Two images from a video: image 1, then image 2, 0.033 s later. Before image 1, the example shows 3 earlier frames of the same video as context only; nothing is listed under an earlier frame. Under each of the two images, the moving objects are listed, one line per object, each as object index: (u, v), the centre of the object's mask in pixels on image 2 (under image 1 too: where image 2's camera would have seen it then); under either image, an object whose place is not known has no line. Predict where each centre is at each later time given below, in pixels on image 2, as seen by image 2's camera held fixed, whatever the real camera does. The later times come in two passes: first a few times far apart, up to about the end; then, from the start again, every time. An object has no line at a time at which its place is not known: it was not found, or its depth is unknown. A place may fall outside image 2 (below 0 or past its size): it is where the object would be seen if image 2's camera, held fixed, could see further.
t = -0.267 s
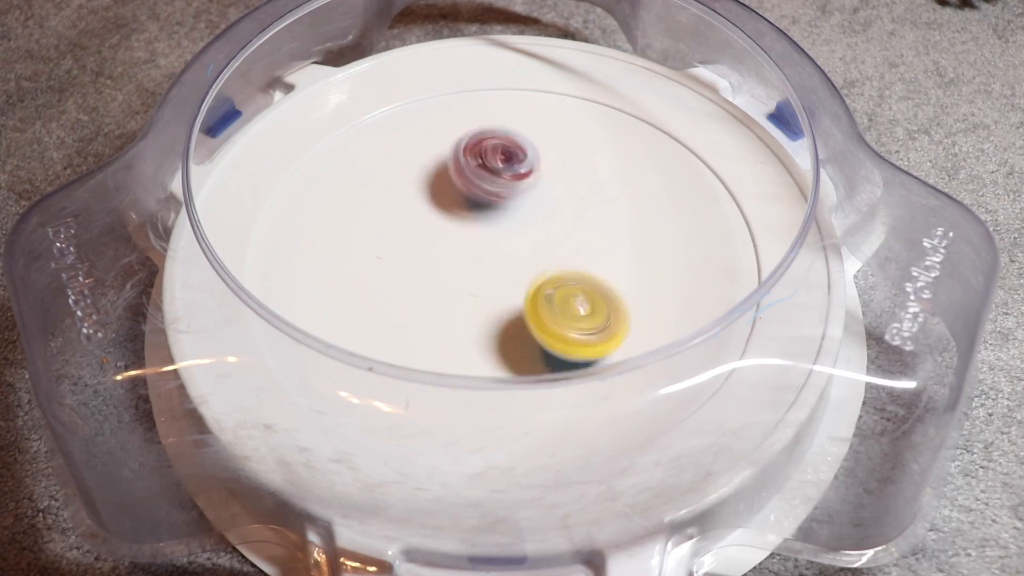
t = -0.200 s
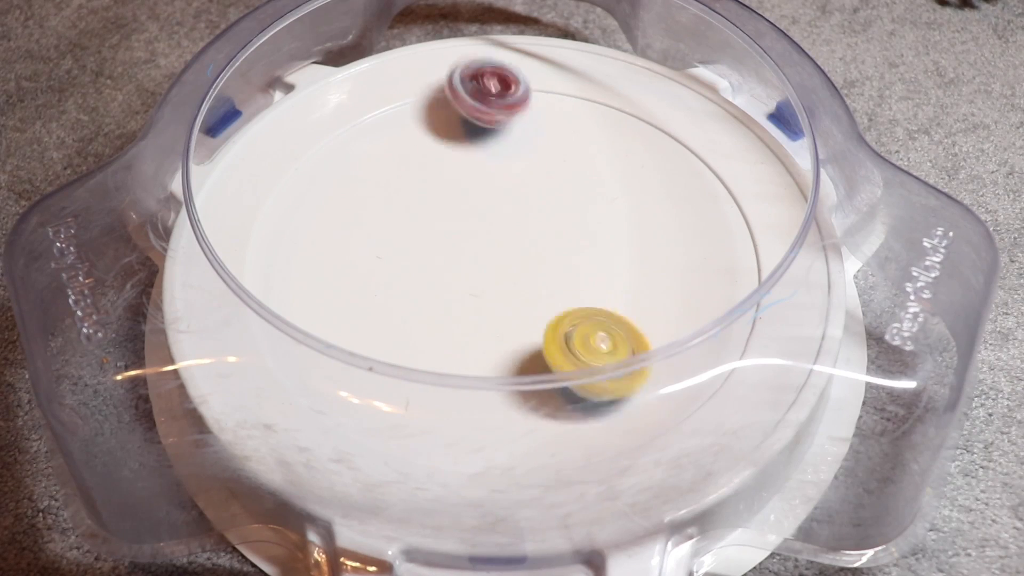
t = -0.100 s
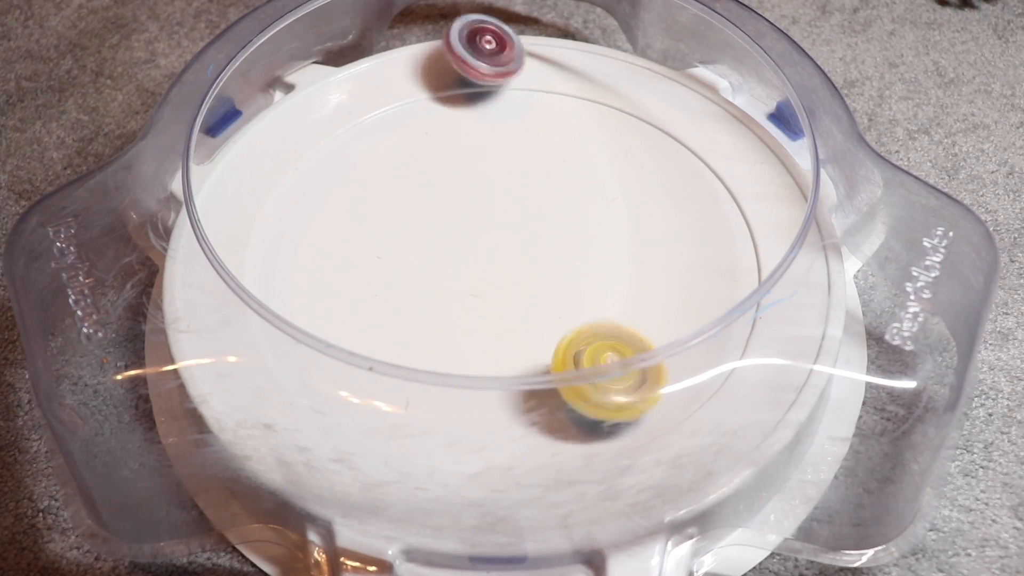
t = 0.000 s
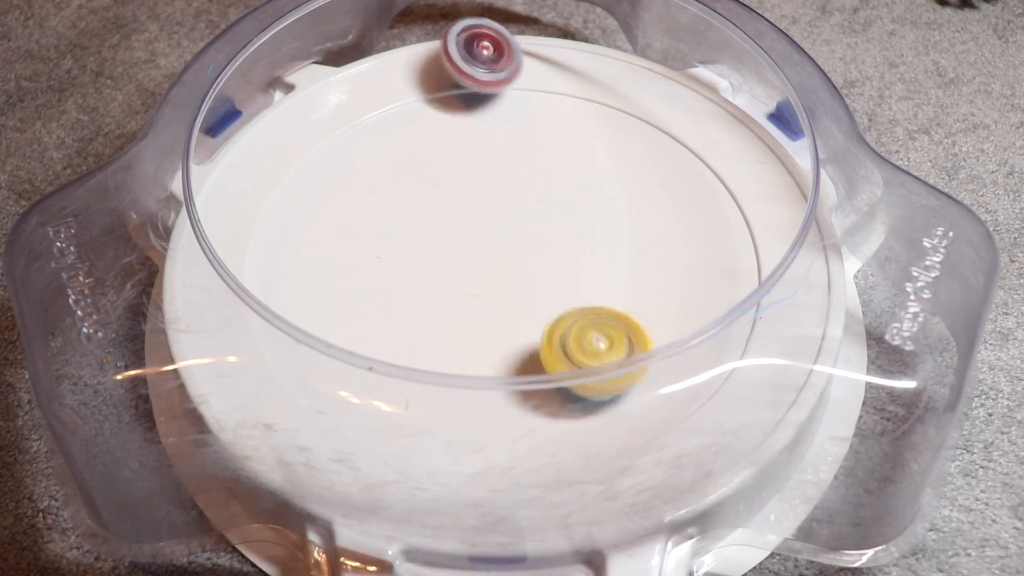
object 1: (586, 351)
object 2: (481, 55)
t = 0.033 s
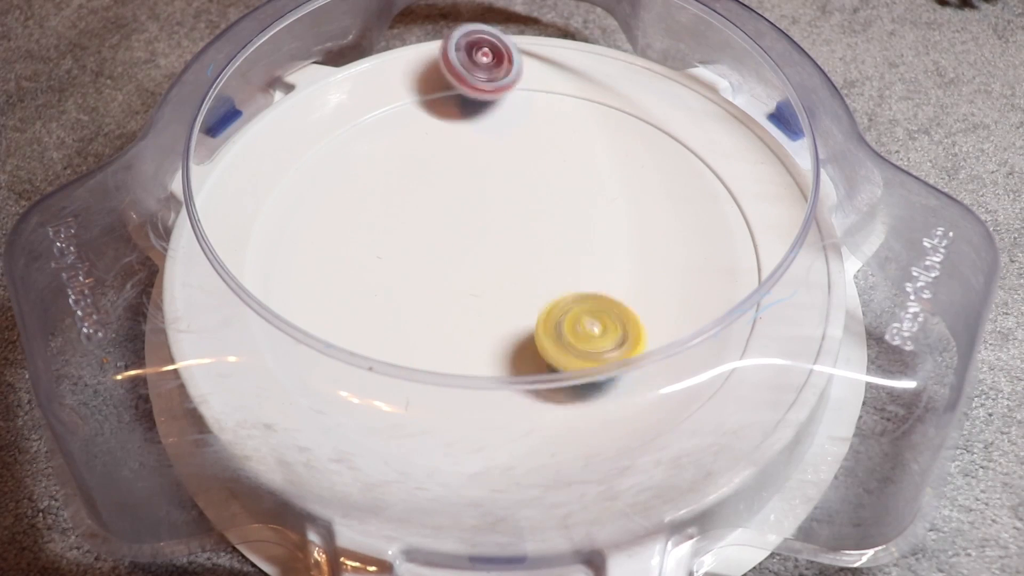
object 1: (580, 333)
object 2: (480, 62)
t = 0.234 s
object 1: (548, 254)
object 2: (496, 183)
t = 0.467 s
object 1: (587, 383)
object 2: (491, 156)
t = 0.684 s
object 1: (564, 330)
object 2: (575, 206)
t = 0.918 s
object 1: (510, 273)
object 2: (668, 256)
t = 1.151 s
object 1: (486, 259)
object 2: (642, 306)
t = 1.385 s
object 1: (479, 244)
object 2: (502, 324)
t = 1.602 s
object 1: (479, 237)
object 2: (398, 299)
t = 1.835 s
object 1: (496, 236)
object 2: (377, 248)
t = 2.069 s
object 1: (516, 245)
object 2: (435, 198)
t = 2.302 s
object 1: (542, 278)
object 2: (499, 156)
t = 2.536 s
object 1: (542, 292)
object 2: (578, 178)
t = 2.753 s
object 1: (518, 289)
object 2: (617, 243)
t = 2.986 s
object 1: (479, 267)
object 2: (587, 316)
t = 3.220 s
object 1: (465, 236)
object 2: (489, 341)
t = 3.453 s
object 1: (476, 215)
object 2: (403, 297)
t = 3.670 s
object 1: (498, 219)
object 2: (403, 225)
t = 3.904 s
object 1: (519, 240)
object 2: (470, 175)
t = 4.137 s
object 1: (535, 270)
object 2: (561, 185)
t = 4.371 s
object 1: (516, 291)
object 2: (605, 250)
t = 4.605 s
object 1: (422, 285)
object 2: (626, 313)
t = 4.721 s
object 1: (403, 281)
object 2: (575, 326)
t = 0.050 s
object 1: (577, 327)
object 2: (481, 67)
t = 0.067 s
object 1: (575, 322)
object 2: (480, 75)
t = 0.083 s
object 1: (575, 316)
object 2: (481, 82)
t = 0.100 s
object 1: (572, 308)
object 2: (482, 91)
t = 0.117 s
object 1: (568, 301)
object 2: (482, 100)
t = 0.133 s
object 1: (564, 293)
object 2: (484, 110)
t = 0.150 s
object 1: (561, 285)
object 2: (486, 122)
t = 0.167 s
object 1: (557, 278)
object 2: (487, 132)
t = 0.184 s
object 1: (555, 271)
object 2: (489, 145)
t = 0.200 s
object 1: (552, 265)
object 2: (492, 156)
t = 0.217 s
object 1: (552, 259)
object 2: (494, 170)
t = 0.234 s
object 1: (548, 254)
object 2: (496, 183)
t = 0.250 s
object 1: (544, 253)
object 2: (497, 190)
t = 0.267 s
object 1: (548, 266)
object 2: (495, 189)
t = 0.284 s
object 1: (557, 279)
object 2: (491, 182)
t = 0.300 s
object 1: (562, 292)
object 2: (487, 177)
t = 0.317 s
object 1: (567, 304)
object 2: (485, 170)
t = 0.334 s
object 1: (567, 316)
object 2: (482, 166)
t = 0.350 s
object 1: (575, 323)
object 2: (481, 162)
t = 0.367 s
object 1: (573, 329)
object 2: (480, 159)
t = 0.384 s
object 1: (579, 336)
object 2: (480, 156)
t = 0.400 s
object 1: (581, 352)
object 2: (481, 155)
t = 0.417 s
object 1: (587, 362)
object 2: (483, 155)
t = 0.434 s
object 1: (586, 367)
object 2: (485, 154)
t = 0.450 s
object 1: (585, 368)
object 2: (488, 155)
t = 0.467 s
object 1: (587, 383)
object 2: (491, 156)
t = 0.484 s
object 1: (586, 383)
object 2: (496, 158)
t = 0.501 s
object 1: (586, 383)
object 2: (500, 160)
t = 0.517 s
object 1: (582, 384)
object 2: (506, 163)
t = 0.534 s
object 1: (586, 383)
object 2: (512, 166)
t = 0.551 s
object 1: (579, 370)
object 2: (517, 170)
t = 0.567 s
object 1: (577, 371)
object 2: (524, 174)
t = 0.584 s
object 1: (576, 369)
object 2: (531, 178)
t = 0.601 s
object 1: (575, 364)
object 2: (538, 182)
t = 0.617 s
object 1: (573, 358)
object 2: (545, 187)
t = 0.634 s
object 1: (571, 341)
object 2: (553, 192)
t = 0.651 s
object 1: (568, 338)
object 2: (560, 196)
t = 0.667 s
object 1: (567, 333)
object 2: (567, 202)
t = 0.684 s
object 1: (564, 330)
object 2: (575, 206)
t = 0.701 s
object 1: (560, 324)
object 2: (582, 211)
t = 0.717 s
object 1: (559, 320)
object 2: (589, 215)
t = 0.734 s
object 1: (556, 314)
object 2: (596, 220)
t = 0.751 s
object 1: (554, 306)
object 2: (604, 224)
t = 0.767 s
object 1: (551, 302)
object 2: (611, 226)
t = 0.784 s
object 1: (553, 295)
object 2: (619, 231)
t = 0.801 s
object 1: (540, 294)
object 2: (628, 234)
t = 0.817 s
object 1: (541, 289)
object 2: (634, 238)
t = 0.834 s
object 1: (529, 288)
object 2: (641, 240)
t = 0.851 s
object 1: (528, 284)
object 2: (647, 243)
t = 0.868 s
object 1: (521, 282)
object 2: (655, 246)
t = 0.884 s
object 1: (519, 278)
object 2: (659, 250)
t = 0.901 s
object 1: (513, 276)
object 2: (665, 252)
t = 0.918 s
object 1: (510, 273)
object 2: (668, 256)
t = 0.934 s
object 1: (506, 272)
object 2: (672, 259)
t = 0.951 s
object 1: (503, 270)
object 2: (674, 263)
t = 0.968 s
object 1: (500, 270)
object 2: (677, 266)
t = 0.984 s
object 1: (499, 268)
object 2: (677, 271)
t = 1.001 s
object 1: (497, 267)
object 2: (678, 274)
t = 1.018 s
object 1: (496, 265)
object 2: (676, 278)
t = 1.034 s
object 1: (494, 266)
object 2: (676, 282)
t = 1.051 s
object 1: (493, 264)
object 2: (673, 286)
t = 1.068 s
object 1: (491, 264)
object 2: (670, 289)
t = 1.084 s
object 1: (491, 262)
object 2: (666, 293)
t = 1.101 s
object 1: (485, 260)
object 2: (661, 297)
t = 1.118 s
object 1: (489, 261)
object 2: (655, 300)
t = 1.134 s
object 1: (488, 261)
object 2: (650, 304)
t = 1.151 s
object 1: (486, 259)
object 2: (642, 306)
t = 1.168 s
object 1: (485, 259)
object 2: (635, 310)
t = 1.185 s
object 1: (484, 257)
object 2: (626, 313)
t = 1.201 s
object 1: (478, 255)
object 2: (618, 316)
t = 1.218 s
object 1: (483, 255)
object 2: (608, 317)
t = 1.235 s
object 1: (476, 253)
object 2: (598, 320)
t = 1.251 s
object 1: (476, 251)
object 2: (587, 321)
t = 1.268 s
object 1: (475, 251)
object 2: (578, 323)
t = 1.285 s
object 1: (480, 251)
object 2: (566, 324)
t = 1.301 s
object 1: (474, 250)
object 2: (557, 325)
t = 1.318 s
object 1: (480, 249)
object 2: (545, 325)
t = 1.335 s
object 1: (474, 247)
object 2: (535, 326)
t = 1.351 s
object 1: (479, 247)
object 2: (523, 325)
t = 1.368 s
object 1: (479, 247)
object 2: (514, 326)
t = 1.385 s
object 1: (479, 244)
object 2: (502, 324)
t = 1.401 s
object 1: (473, 244)
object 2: (493, 323)
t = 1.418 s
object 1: (473, 242)
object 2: (481, 322)
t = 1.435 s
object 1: (473, 242)
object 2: (473, 320)
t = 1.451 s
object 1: (474, 240)
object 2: (463, 318)
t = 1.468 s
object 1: (474, 241)
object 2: (455, 317)
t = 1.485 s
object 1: (475, 239)
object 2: (445, 315)
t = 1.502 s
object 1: (475, 240)
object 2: (438, 313)
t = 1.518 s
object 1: (476, 239)
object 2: (429, 311)
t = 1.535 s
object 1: (476, 240)
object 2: (423, 309)
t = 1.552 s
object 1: (477, 239)
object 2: (414, 307)
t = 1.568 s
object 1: (478, 239)
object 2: (409, 305)
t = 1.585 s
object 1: (479, 237)
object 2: (402, 301)
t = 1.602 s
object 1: (479, 237)
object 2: (398, 299)
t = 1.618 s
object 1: (481, 237)
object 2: (392, 295)
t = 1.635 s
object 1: (482, 237)
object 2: (388, 293)
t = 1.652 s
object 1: (483, 235)
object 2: (383, 289)
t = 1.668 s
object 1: (484, 237)
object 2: (381, 286)
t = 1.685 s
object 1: (485, 235)
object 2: (377, 282)
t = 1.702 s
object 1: (486, 236)
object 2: (376, 279)
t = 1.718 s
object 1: (488, 235)
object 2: (373, 275)
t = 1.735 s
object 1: (489, 235)
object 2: (373, 271)
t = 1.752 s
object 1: (490, 235)
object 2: (371, 268)
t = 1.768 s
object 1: (491, 236)
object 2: (372, 263)
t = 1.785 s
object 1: (492, 235)
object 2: (372, 261)
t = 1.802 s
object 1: (501, 237)
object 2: (373, 256)
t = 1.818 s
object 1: (495, 235)
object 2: (375, 253)
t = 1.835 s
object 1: (496, 236)
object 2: (377, 248)
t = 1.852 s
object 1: (497, 235)
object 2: (379, 246)
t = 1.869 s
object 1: (498, 236)
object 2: (382, 240)
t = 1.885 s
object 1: (499, 236)
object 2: (386, 238)
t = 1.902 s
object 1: (500, 237)
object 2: (389, 232)
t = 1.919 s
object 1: (501, 237)
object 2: (394, 231)
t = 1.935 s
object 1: (508, 240)
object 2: (397, 225)
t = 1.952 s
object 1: (503, 238)
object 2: (403, 222)
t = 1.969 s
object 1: (510, 240)
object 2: (406, 218)
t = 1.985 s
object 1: (504, 240)
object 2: (413, 216)
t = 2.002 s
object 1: (512, 242)
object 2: (417, 212)
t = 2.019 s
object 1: (506, 241)
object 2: (423, 209)
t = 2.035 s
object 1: (515, 243)
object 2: (428, 206)
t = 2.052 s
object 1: (509, 244)
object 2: (434, 204)
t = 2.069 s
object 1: (516, 245)
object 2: (435, 198)
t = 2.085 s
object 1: (518, 250)
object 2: (439, 194)
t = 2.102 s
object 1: (530, 255)
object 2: (442, 190)
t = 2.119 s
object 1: (525, 253)
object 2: (446, 185)
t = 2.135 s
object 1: (535, 259)
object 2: (450, 182)
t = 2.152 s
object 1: (530, 258)
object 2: (454, 176)
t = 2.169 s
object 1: (539, 262)
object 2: (458, 174)
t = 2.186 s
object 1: (535, 262)
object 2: (462, 170)
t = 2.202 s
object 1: (542, 268)
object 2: (468, 168)
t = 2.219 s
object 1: (538, 266)
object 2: (471, 166)
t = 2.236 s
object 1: (540, 268)
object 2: (477, 163)
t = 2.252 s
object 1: (541, 271)
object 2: (481, 162)
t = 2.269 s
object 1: (542, 273)
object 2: (487, 159)
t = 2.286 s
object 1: (541, 275)
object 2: (493, 159)
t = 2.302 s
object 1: (542, 278)
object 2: (499, 156)
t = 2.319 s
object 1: (542, 279)
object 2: (504, 157)
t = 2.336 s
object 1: (543, 282)
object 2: (510, 155)
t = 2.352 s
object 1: (542, 283)
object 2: (516, 156)
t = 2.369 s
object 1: (542, 285)
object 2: (521, 156)
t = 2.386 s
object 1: (541, 287)
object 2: (528, 157)
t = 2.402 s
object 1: (541, 288)
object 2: (533, 158)
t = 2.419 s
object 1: (541, 290)
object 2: (540, 159)
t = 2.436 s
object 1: (547, 290)
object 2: (545, 161)
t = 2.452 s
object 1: (547, 291)
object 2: (551, 162)
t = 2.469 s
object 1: (546, 290)
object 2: (556, 166)
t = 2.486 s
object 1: (538, 292)
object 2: (562, 167)
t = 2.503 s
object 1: (544, 291)
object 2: (568, 171)
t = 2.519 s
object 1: (542, 292)
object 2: (572, 174)
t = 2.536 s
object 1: (542, 292)
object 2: (578, 178)
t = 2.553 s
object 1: (539, 294)
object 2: (582, 182)
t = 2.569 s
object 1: (539, 292)
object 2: (587, 186)
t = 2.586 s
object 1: (536, 295)
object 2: (591, 190)
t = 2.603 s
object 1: (536, 293)
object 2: (595, 195)
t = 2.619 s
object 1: (533, 294)
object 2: (599, 200)
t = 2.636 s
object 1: (532, 294)
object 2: (602, 204)
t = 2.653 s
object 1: (531, 292)
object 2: (606, 210)
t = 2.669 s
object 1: (529, 292)
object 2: (608, 214)
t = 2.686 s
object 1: (527, 292)
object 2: (611, 221)
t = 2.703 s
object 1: (518, 290)
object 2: (612, 226)
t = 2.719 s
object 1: (523, 291)
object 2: (615, 231)
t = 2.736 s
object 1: (520, 291)
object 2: (615, 238)
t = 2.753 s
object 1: (518, 289)
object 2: (617, 243)
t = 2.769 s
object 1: (516, 288)
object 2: (618, 249)
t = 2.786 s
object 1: (512, 288)
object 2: (617, 254)
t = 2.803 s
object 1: (509, 287)
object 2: (618, 260)
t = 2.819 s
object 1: (506, 285)
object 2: (617, 265)
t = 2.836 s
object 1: (503, 284)
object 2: (616, 271)
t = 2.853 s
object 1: (499, 282)
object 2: (614, 277)
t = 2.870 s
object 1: (498, 281)
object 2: (613, 281)
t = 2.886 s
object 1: (494, 279)
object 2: (609, 288)
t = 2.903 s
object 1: (493, 277)
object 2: (606, 292)
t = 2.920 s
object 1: (488, 275)
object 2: (603, 298)
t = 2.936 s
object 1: (487, 273)
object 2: (599, 302)
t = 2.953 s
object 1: (484, 271)
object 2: (596, 307)
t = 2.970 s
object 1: (483, 269)
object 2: (591, 312)
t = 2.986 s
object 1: (479, 267)
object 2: (587, 316)
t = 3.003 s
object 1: (478, 264)
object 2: (579, 321)
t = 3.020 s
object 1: (475, 263)
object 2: (574, 324)
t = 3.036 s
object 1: (474, 260)
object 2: (568, 328)
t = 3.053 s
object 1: (472, 258)
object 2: (561, 331)
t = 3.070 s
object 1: (470, 255)
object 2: (556, 334)
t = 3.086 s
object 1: (469, 253)
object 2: (548, 336)
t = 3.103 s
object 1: (467, 251)
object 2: (543, 338)
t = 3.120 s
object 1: (467, 249)
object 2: (533, 340)
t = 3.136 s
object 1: (465, 246)
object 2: (527, 340)
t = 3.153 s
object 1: (466, 244)
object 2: (519, 341)
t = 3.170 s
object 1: (464, 242)
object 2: (511, 341)
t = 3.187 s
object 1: (465, 240)
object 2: (505, 342)
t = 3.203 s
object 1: (464, 238)
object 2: (495, 342)
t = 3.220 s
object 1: (465, 236)
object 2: (489, 341)
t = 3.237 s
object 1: (464, 235)
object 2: (480, 340)
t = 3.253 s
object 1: (465, 232)
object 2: (473, 339)
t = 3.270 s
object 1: (465, 231)
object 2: (465, 338)
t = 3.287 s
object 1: (466, 229)
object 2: (458, 335)
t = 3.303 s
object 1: (467, 227)
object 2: (452, 334)
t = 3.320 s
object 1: (467, 225)
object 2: (443, 332)
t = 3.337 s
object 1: (469, 224)
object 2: (438, 328)
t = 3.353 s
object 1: (469, 223)
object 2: (431, 325)
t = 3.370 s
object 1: (471, 222)
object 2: (425, 320)
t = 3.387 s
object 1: (471, 221)
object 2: (420, 317)
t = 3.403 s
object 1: (473, 220)
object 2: (414, 312)
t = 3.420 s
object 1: (473, 219)
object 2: (411, 308)
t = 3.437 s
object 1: (475, 219)
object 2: (406, 302)
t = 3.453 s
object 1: (476, 215)
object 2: (403, 297)
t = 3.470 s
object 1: (477, 218)
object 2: (401, 294)
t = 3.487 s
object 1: (479, 215)
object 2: (397, 286)
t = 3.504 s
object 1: (480, 214)
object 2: (396, 283)
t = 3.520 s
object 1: (482, 215)
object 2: (394, 273)
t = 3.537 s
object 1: (483, 214)
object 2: (393, 270)
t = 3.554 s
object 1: (486, 215)
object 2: (394, 263)
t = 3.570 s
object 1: (486, 215)
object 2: (394, 256)
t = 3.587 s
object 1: (489, 215)
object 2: (395, 252)
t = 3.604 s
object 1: (489, 216)
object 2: (394, 244)
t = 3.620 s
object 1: (492, 216)
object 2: (396, 240)
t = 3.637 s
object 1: (493, 217)
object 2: (398, 237)
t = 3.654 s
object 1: (496, 217)
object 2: (400, 229)
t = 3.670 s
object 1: (498, 219)
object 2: (403, 225)
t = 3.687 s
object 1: (501, 218)
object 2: (403, 219)
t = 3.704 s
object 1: (503, 220)
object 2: (408, 215)
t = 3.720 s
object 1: (505, 221)
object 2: (410, 212)
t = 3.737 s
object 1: (507, 222)
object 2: (415, 205)
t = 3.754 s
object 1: (509, 223)
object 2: (420, 202)
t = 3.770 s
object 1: (512, 225)
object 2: (424, 198)
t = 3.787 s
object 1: (513, 226)
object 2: (429, 194)
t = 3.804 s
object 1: (516, 228)
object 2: (433, 192)
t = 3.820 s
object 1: (509, 229)
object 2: (439, 186)
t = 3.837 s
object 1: (513, 232)
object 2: (445, 185)
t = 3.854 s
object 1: (514, 234)
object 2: (450, 182)
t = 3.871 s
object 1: (517, 236)
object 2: (457, 180)
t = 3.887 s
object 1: (519, 239)
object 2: (463, 179)
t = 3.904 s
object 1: (519, 240)
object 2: (470, 175)
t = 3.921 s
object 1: (528, 243)
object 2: (477, 175)
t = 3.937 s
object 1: (521, 242)
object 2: (482, 173)
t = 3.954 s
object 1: (531, 246)
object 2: (490, 173)
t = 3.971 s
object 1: (523, 246)
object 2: (496, 172)
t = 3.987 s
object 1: (526, 247)
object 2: (504, 171)
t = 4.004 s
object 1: (532, 253)
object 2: (510, 173)
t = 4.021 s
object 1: (533, 254)
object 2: (516, 172)
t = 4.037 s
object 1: (534, 258)
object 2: (523, 174)
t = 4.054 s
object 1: (536, 258)
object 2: (529, 174)
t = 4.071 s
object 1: (536, 263)
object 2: (537, 176)
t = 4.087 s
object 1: (537, 263)
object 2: (542, 178)
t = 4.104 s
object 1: (537, 266)
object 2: (548, 180)
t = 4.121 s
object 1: (537, 267)
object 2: (556, 183)
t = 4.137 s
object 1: (535, 270)
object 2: (561, 185)
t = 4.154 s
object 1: (534, 273)
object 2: (566, 189)
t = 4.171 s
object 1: (535, 274)
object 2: (572, 192)
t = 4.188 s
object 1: (529, 276)
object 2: (576, 197)
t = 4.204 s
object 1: (533, 278)
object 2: (583, 200)
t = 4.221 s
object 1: (529, 281)
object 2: (586, 204)
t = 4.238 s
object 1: (534, 280)
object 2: (590, 209)
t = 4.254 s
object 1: (533, 281)
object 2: (594, 214)
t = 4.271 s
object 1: (524, 283)
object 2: (597, 219)
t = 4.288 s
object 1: (530, 284)
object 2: (600, 223)
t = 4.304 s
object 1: (528, 287)
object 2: (600, 230)
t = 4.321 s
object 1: (521, 287)
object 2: (603, 234)
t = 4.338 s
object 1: (519, 288)
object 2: (604, 240)
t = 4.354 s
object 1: (519, 289)
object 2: (605, 246)
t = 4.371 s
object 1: (516, 291)
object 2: (605, 250)
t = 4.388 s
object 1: (520, 289)
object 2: (605, 257)
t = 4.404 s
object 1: (518, 290)
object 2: (604, 261)
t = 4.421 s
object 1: (514, 291)
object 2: (604, 267)
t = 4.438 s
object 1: (501, 292)
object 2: (609, 273)
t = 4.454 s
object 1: (489, 292)
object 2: (618, 278)
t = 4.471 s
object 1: (476, 292)
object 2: (626, 282)
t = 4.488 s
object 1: (463, 291)
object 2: (630, 286)
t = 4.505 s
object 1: (459, 290)
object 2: (634, 290)
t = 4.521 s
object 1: (452, 287)
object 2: (636, 294)
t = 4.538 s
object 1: (443, 287)
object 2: (637, 298)
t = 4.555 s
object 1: (439, 286)
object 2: (636, 301)
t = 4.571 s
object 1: (426, 284)
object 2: (634, 305)
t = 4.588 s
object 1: (421, 283)
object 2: (630, 308)
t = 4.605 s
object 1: (422, 285)
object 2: (626, 313)
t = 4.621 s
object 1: (417, 283)
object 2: (621, 316)
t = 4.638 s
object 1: (415, 283)
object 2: (615, 318)
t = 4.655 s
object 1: (406, 281)
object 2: (608, 321)
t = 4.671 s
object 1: (403, 279)
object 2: (600, 322)
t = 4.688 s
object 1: (401, 280)
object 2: (593, 323)
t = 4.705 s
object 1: (404, 281)
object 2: (585, 326)
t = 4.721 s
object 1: (403, 281)
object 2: (575, 326)
